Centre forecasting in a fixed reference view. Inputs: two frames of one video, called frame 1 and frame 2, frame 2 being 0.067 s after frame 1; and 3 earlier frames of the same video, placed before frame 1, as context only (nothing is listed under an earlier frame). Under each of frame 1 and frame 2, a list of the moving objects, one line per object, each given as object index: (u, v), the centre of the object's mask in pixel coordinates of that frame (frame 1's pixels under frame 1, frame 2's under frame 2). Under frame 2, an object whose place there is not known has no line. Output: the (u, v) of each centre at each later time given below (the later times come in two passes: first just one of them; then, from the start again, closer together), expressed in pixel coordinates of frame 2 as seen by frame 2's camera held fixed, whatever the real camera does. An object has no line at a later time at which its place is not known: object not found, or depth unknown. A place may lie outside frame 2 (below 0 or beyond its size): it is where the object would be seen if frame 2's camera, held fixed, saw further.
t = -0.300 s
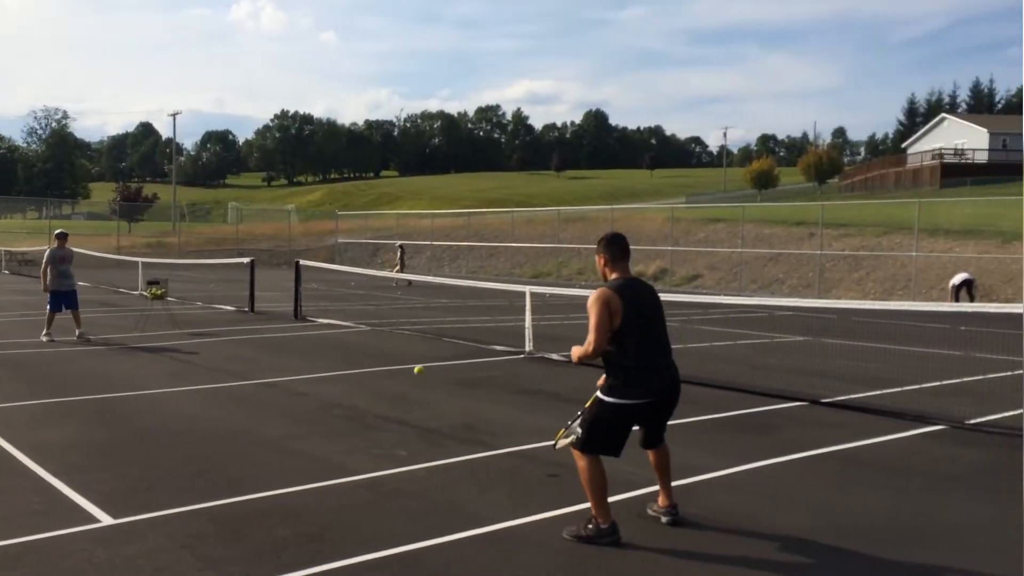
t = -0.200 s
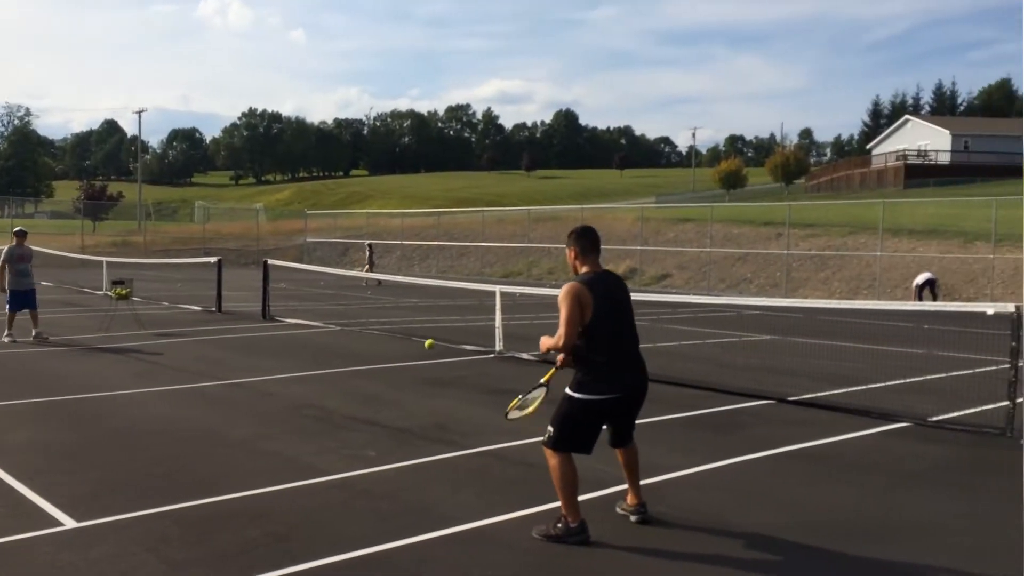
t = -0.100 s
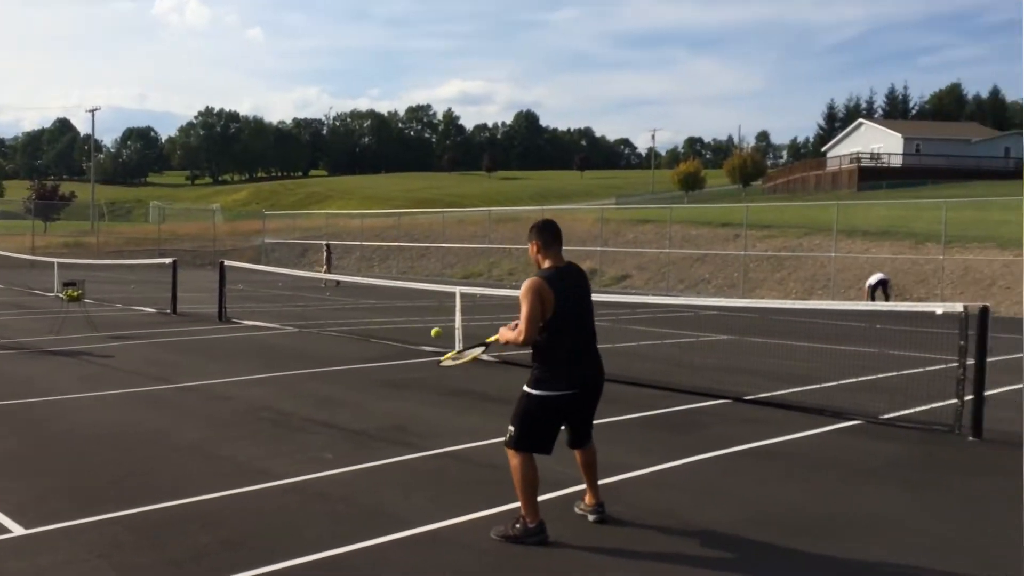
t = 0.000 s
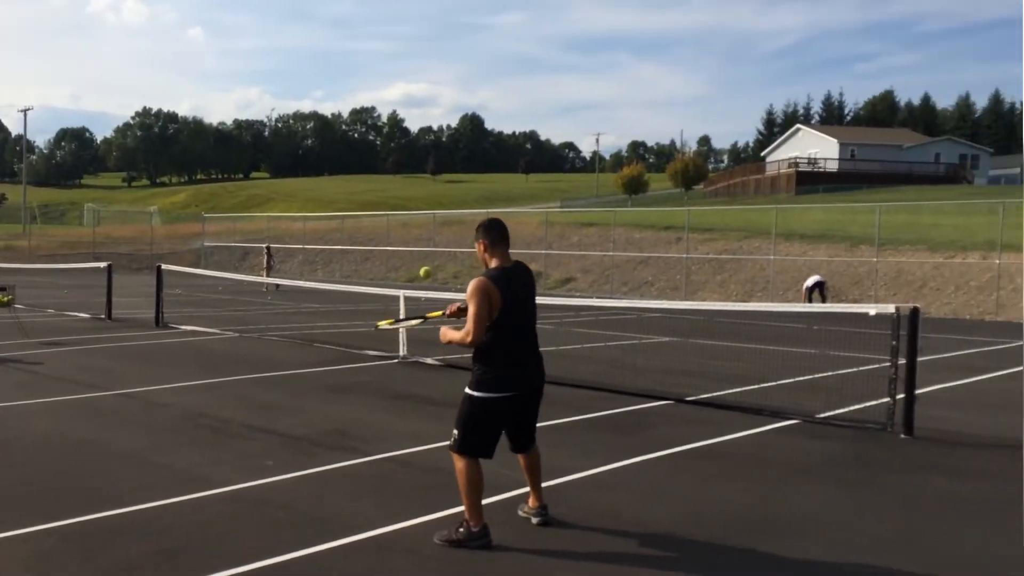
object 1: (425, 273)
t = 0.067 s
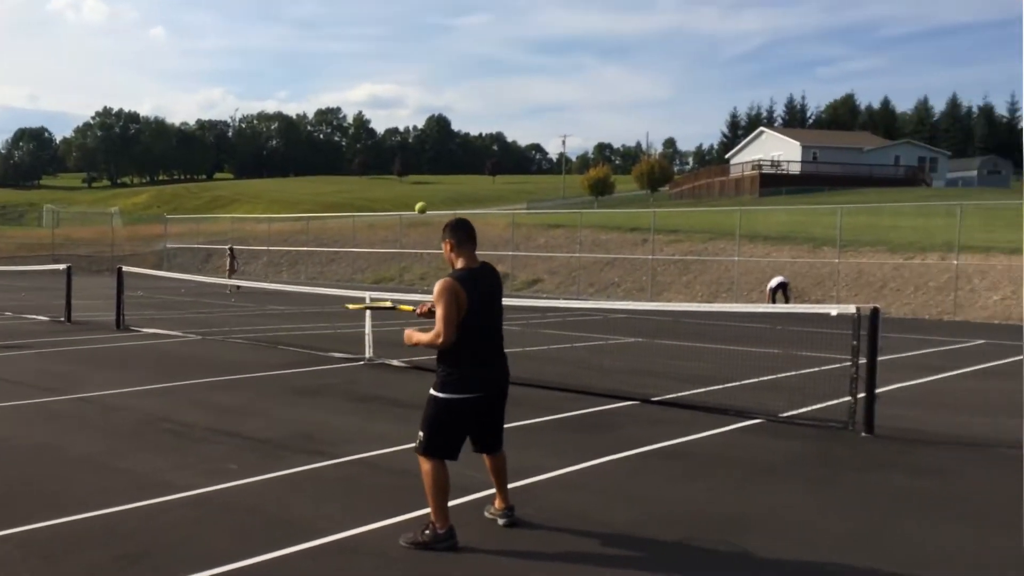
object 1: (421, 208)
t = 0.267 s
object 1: (521, 32)
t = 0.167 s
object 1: (468, 116)
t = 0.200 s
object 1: (486, 87)
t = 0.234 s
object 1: (502, 60)
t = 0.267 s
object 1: (521, 32)
